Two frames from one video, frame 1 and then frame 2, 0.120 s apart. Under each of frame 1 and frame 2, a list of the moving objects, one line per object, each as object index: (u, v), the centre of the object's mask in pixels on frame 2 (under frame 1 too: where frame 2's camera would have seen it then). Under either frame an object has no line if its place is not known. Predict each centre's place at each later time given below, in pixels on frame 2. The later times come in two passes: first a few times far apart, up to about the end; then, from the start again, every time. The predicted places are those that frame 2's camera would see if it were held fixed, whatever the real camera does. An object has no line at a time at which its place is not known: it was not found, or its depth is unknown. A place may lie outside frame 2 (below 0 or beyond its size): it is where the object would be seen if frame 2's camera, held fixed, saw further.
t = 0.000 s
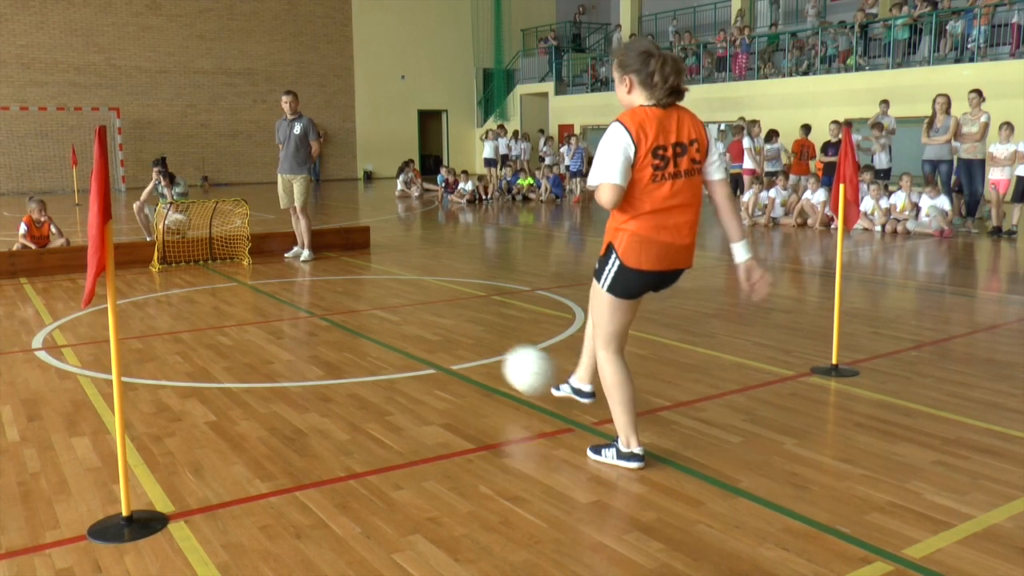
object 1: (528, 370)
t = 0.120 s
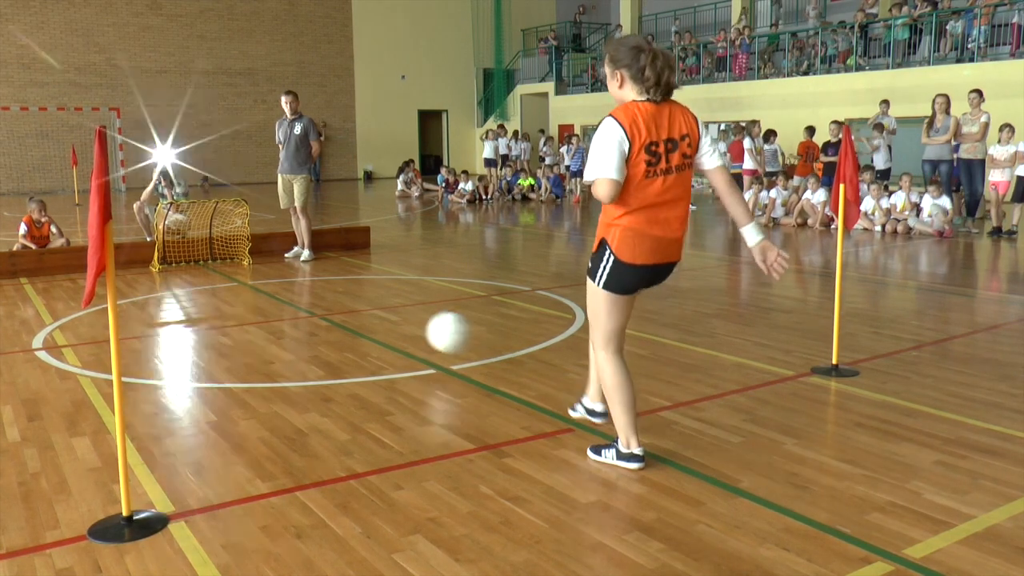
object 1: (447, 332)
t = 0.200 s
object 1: (405, 325)
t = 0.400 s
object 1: (336, 295)
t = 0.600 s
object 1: (294, 279)
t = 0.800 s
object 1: (268, 269)
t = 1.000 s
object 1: (252, 261)
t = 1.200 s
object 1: (240, 255)
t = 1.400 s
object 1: (229, 251)
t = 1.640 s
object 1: (223, 255)
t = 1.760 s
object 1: (221, 253)
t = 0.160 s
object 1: (426, 327)
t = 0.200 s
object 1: (405, 325)
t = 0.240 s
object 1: (387, 326)
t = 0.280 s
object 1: (372, 316)
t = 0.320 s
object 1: (359, 306)
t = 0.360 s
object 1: (347, 299)
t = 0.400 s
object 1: (336, 295)
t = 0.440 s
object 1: (326, 293)
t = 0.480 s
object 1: (317, 293)
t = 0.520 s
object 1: (309, 292)
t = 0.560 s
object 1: (301, 284)
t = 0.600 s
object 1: (294, 279)
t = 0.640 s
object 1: (289, 276)
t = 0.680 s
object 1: (282, 275)
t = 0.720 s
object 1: (277, 276)
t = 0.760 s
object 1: (272, 274)
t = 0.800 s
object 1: (268, 269)
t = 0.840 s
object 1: (264, 268)
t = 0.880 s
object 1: (261, 268)
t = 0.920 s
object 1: (258, 267)
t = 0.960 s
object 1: (254, 264)
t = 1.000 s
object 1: (252, 261)
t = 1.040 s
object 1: (250, 261)
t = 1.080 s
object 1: (247, 261)
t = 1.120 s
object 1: (244, 260)
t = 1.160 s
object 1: (242, 257)
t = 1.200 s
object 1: (240, 255)
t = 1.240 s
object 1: (238, 256)
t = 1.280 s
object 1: (236, 256)
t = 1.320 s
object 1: (234, 253)
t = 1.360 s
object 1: (231, 253)
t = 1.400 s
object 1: (229, 251)
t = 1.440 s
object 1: (227, 250)
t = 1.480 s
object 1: (226, 248)
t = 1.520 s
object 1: (226, 248)
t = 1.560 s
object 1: (224, 249)
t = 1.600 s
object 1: (224, 251)
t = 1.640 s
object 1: (223, 255)
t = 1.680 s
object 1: (222, 253)
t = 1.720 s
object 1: (221, 252)
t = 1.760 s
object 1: (221, 253)
